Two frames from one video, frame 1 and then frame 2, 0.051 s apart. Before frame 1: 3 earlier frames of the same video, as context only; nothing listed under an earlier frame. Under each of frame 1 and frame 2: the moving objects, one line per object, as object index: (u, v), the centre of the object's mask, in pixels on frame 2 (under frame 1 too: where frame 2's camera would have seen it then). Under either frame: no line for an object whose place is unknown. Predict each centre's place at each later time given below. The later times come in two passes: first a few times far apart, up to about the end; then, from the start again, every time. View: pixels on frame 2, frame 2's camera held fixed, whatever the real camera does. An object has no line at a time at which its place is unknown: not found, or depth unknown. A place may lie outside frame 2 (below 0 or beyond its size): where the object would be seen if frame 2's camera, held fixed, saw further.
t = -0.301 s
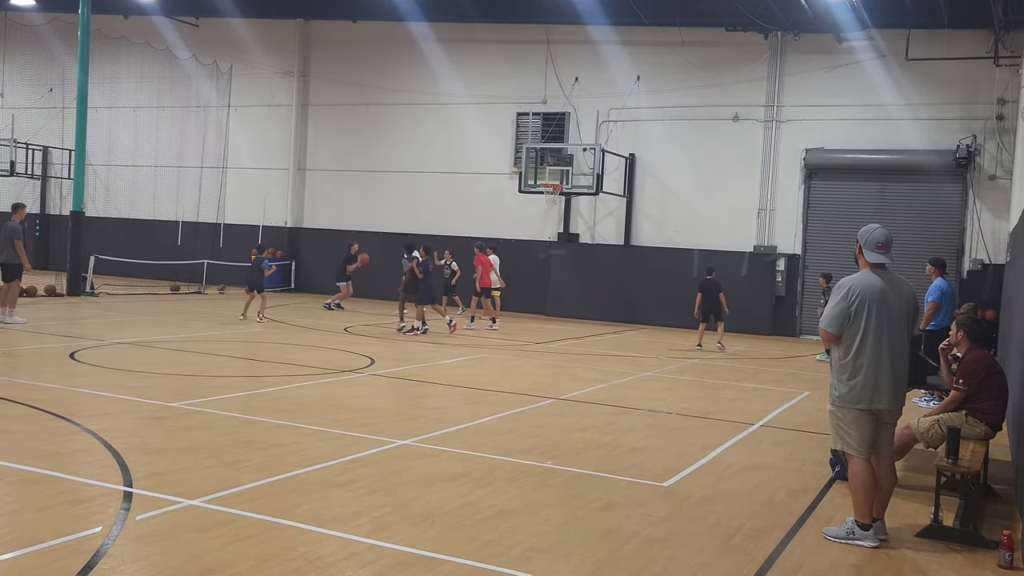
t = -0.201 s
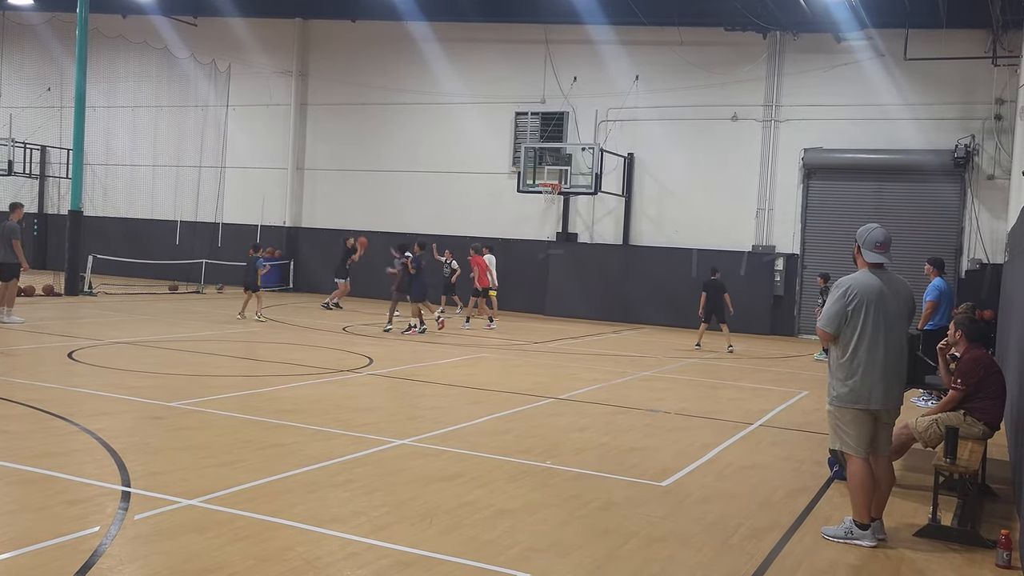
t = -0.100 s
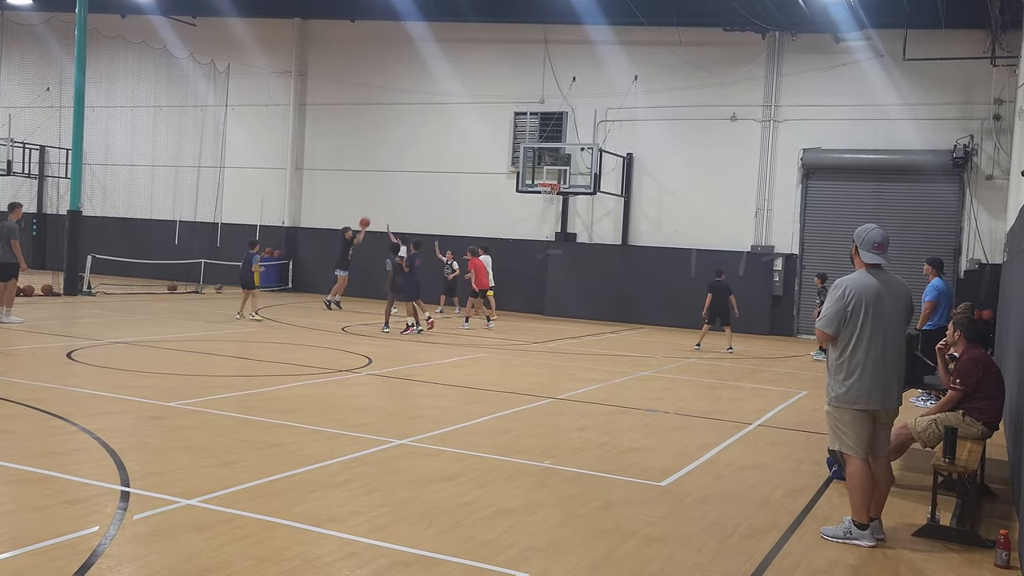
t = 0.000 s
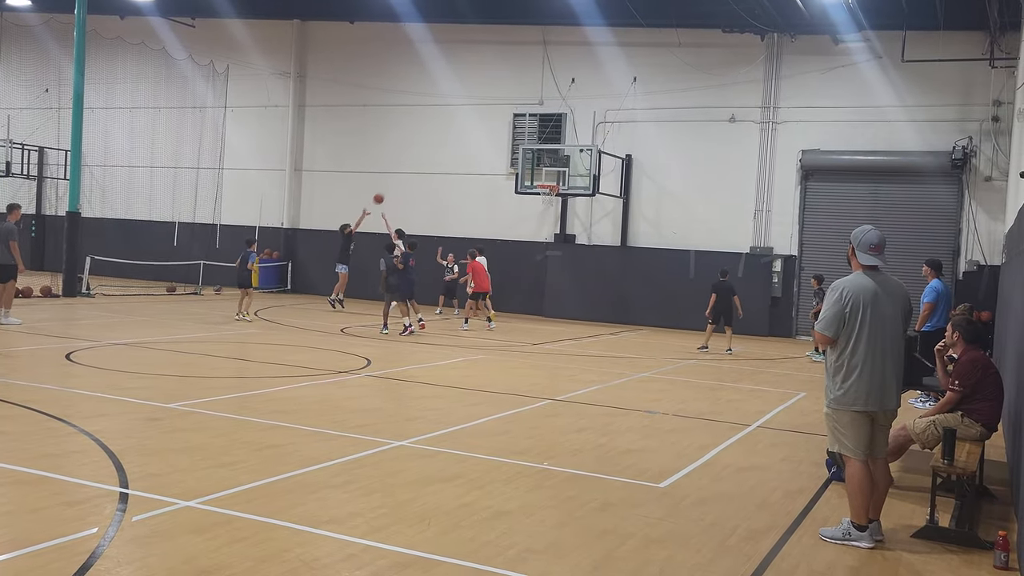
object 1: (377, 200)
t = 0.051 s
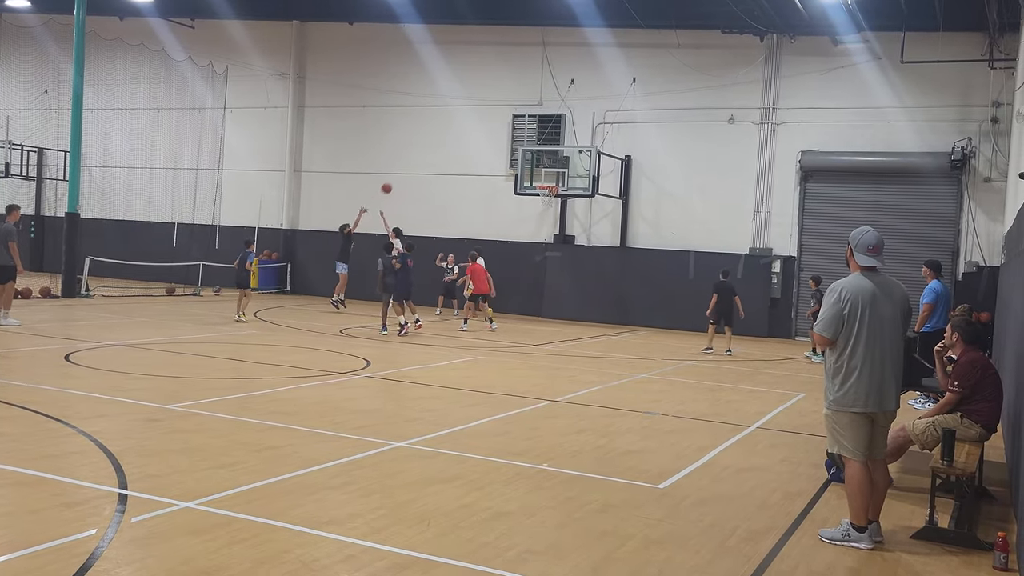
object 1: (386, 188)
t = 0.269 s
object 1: (422, 152)
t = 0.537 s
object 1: (464, 137)
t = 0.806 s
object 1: (504, 153)
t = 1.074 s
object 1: (518, 189)
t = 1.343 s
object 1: (470, 223)
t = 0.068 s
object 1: (389, 185)
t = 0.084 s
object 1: (392, 181)
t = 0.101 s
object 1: (395, 178)
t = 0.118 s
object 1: (397, 175)
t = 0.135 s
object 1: (400, 172)
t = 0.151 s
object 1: (403, 169)
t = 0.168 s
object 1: (405, 166)
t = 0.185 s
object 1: (408, 164)
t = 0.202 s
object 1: (411, 161)
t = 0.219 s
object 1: (414, 159)
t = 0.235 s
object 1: (417, 157)
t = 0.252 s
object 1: (419, 154)
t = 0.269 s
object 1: (422, 152)
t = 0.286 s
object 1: (425, 151)
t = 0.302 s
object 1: (427, 149)
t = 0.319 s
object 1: (430, 147)
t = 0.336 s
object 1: (433, 146)
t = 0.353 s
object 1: (435, 144)
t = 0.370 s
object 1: (438, 143)
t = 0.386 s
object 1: (441, 142)
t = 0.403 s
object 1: (443, 141)
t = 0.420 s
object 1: (446, 140)
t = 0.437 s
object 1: (449, 139)
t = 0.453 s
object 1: (451, 138)
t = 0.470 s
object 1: (454, 138)
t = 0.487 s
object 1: (457, 137)
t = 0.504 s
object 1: (459, 137)
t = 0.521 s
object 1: (462, 137)
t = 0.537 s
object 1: (464, 137)
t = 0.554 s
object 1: (467, 137)
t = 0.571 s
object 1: (469, 137)
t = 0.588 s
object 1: (472, 138)
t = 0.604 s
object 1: (474, 138)
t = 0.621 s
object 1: (477, 139)
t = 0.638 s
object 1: (479, 139)
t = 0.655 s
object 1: (482, 140)
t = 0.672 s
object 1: (484, 141)
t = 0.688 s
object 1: (487, 142)
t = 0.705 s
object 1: (489, 143)
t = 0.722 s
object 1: (492, 145)
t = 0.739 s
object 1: (494, 146)
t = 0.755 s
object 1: (497, 148)
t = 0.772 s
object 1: (499, 149)
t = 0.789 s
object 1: (501, 151)
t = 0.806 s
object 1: (504, 153)
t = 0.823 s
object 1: (506, 155)
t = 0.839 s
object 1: (509, 158)
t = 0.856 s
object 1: (511, 160)
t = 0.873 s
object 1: (514, 162)
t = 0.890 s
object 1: (516, 164)
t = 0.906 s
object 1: (518, 167)
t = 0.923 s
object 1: (520, 170)
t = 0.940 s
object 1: (523, 173)
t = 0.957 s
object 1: (525, 176)
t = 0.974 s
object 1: (528, 179)
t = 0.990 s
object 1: (529, 182)
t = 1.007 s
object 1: (530, 184)
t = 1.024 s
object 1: (527, 186)
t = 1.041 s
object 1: (525, 187)
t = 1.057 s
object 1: (521, 187)
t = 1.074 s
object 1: (518, 189)
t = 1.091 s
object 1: (515, 190)
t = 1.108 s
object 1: (512, 191)
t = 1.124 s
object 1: (509, 193)
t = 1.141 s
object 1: (506, 194)
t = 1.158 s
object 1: (503, 196)
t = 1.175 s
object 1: (500, 198)
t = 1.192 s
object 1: (497, 200)
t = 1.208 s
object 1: (494, 202)
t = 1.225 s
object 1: (491, 204)
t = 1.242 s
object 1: (488, 207)
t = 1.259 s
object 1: (485, 209)
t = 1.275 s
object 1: (482, 212)
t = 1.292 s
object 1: (479, 214)
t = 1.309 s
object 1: (476, 217)
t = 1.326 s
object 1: (473, 220)
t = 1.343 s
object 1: (470, 223)
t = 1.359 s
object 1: (467, 226)
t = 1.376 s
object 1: (464, 230)
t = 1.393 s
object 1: (461, 233)
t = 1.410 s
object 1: (458, 237)
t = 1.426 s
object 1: (455, 240)
